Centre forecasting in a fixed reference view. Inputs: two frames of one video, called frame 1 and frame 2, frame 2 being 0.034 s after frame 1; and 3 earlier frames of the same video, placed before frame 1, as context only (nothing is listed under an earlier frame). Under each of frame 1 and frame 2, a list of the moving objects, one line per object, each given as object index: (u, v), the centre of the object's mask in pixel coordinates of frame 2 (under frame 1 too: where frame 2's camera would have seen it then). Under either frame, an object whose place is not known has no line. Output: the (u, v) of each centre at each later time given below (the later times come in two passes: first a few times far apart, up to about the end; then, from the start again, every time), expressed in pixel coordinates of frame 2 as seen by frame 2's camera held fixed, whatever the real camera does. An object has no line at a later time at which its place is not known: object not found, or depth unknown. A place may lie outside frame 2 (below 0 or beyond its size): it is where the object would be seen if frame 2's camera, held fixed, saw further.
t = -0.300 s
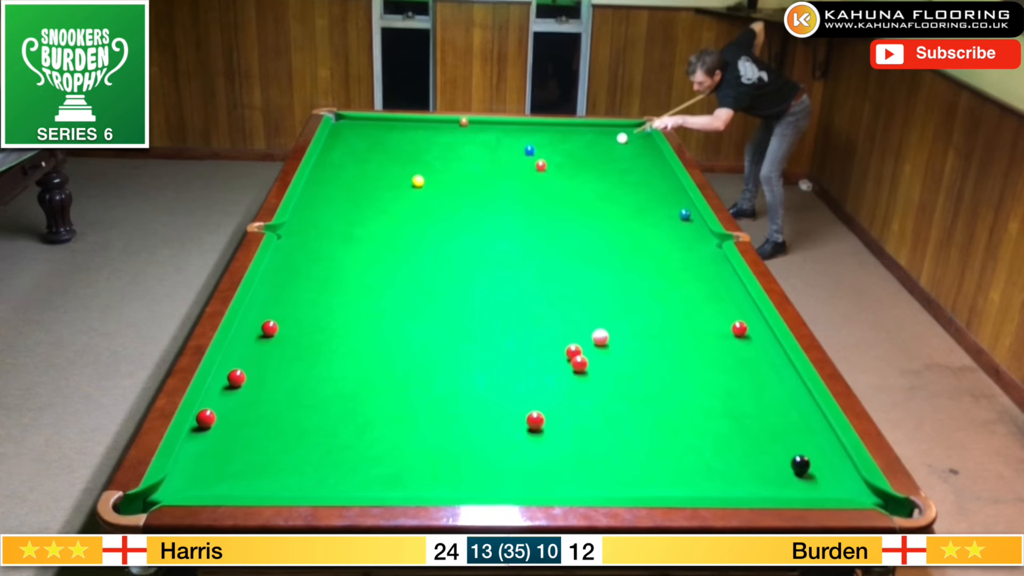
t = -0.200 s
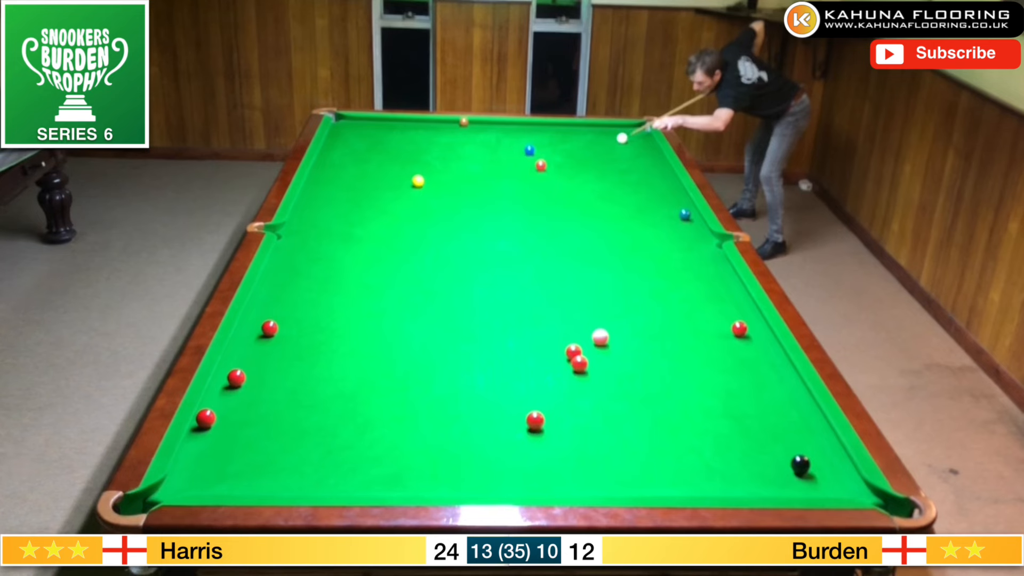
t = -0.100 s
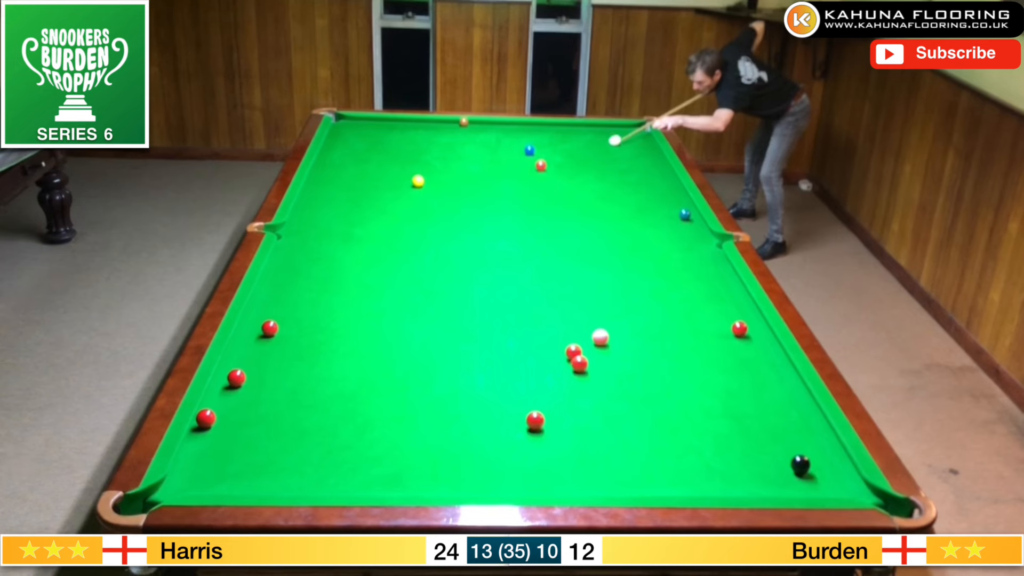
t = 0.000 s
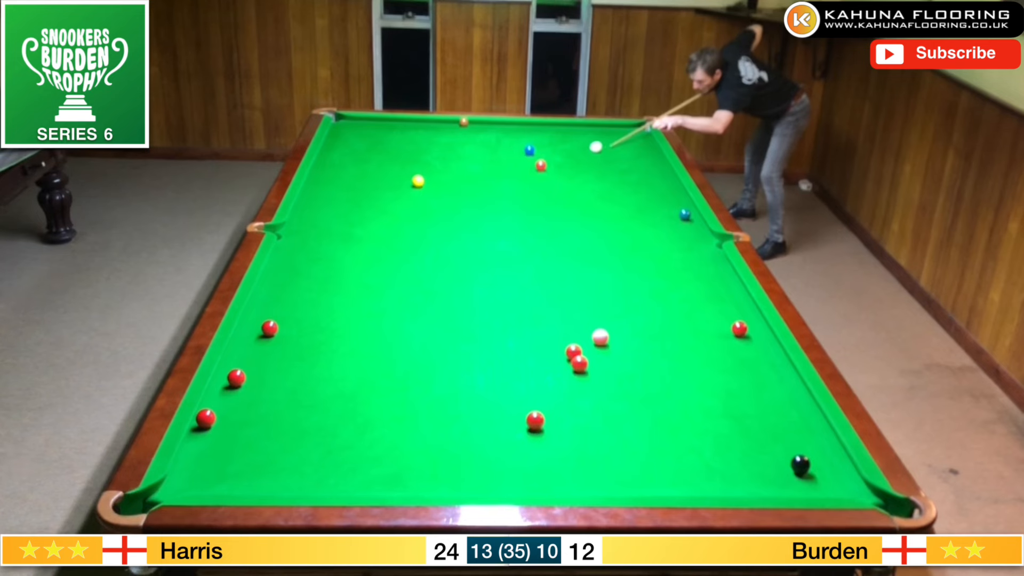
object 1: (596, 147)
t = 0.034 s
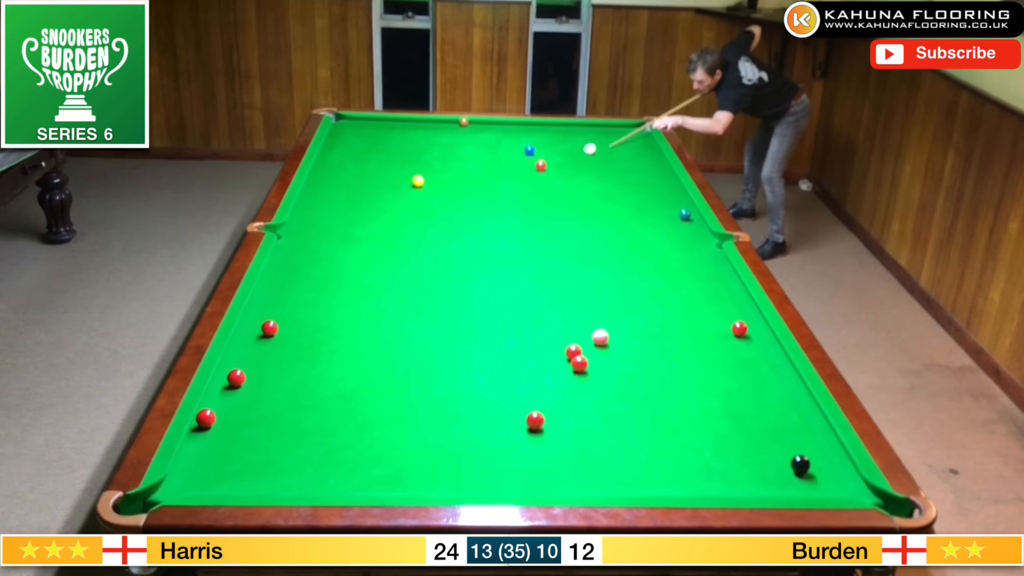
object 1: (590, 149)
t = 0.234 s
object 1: (559, 160)
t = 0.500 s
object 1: (549, 167)
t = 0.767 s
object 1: (545, 173)
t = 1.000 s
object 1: (542, 178)
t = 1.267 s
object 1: (539, 183)
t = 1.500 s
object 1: (536, 187)
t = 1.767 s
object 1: (533, 192)
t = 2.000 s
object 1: (531, 195)
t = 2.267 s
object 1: (529, 199)
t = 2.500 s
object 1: (527, 202)
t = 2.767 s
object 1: (525, 204)
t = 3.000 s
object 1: (523, 206)
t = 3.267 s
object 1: (522, 208)
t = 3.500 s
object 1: (522, 209)
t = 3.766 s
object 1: (521, 210)
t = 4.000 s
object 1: (521, 211)
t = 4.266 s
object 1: (521, 211)
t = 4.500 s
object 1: (521, 211)
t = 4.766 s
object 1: (521, 211)
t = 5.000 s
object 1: (521, 211)
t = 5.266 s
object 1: (521, 211)
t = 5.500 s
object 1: (521, 210)
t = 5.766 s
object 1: (521, 211)
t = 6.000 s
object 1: (521, 211)
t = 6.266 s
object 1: (521, 211)
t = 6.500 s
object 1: (521, 211)
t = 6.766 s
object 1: (521, 211)
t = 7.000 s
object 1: (521, 211)
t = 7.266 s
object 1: (521, 211)
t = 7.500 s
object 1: (521, 211)
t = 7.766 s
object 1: (521, 211)
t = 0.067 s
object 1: (584, 151)
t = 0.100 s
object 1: (579, 153)
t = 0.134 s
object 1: (574, 154)
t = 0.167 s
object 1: (569, 156)
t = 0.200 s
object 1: (564, 158)
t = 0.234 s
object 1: (559, 160)
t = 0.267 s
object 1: (554, 161)
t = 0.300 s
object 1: (550, 163)
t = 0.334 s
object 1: (550, 164)
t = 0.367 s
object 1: (550, 164)
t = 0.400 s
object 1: (550, 165)
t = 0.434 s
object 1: (550, 166)
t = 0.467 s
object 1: (549, 167)
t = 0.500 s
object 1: (549, 167)
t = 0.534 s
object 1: (548, 168)
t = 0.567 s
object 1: (548, 169)
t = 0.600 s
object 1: (547, 169)
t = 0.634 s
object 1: (547, 170)
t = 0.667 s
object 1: (546, 171)
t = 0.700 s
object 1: (546, 172)
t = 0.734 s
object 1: (545, 172)
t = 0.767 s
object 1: (545, 173)
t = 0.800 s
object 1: (544, 174)
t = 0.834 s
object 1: (544, 174)
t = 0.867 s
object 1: (543, 175)
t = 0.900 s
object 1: (543, 176)
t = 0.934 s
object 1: (543, 177)
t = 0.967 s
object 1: (542, 177)
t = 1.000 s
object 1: (542, 178)
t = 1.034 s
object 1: (542, 179)
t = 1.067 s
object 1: (541, 179)
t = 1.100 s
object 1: (541, 180)
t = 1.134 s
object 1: (540, 180)
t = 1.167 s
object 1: (540, 181)
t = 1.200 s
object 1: (540, 182)
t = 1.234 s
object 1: (539, 182)
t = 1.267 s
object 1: (539, 183)
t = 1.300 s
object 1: (538, 184)
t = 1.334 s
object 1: (538, 184)
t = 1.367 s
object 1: (537, 185)
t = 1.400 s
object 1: (537, 186)
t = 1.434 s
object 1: (537, 186)
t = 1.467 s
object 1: (536, 187)
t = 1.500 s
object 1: (536, 187)
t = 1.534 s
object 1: (536, 188)
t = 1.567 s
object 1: (535, 188)
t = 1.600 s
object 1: (535, 189)
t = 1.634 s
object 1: (534, 190)
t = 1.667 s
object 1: (534, 190)
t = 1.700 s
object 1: (534, 191)
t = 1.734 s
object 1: (533, 191)
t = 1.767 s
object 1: (533, 192)
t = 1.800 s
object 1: (533, 192)
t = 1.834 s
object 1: (532, 193)
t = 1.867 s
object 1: (532, 193)
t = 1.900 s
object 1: (532, 194)
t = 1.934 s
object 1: (531, 194)
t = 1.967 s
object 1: (531, 195)
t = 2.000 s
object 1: (531, 195)
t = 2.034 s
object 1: (531, 196)
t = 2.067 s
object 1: (530, 196)
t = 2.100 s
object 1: (530, 197)
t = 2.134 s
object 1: (530, 197)
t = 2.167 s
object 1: (529, 198)
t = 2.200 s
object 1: (529, 198)
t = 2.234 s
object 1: (529, 199)
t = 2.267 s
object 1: (529, 199)
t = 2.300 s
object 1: (528, 199)
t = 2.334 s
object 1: (528, 200)
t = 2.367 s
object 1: (528, 200)
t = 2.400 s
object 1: (527, 201)
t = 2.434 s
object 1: (527, 201)
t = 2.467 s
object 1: (527, 201)
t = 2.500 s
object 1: (527, 202)
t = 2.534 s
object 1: (526, 202)
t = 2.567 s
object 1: (526, 202)
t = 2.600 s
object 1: (526, 203)
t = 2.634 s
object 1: (526, 203)
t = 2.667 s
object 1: (525, 203)
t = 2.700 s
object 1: (525, 204)
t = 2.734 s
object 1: (525, 204)
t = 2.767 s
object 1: (525, 204)
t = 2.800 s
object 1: (525, 205)
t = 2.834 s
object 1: (525, 205)
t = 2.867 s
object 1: (524, 205)
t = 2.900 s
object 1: (524, 206)
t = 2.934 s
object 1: (524, 206)
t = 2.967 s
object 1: (524, 206)
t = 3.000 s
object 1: (523, 206)
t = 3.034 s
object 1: (523, 207)
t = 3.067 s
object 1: (523, 207)
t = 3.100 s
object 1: (523, 207)
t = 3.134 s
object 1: (523, 207)
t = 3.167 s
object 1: (523, 208)
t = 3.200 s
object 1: (523, 208)
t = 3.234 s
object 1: (523, 208)
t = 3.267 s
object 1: (522, 208)
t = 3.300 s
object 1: (522, 208)
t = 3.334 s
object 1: (522, 208)
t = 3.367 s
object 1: (522, 209)
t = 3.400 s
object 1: (522, 209)
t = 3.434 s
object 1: (522, 209)
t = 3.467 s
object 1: (522, 209)
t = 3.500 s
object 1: (522, 209)
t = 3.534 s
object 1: (522, 209)
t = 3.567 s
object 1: (522, 210)
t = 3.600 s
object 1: (522, 210)
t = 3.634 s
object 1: (521, 210)
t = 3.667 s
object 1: (521, 210)
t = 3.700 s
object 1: (521, 210)
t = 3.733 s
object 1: (521, 210)
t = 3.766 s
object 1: (521, 210)
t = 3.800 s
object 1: (521, 210)
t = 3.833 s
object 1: (521, 210)
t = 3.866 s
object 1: (521, 210)
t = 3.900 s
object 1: (521, 210)
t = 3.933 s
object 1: (521, 211)
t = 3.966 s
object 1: (521, 211)
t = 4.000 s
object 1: (521, 211)
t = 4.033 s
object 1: (521, 211)
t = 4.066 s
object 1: (521, 211)
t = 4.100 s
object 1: (521, 211)
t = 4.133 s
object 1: (521, 211)
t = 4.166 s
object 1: (521, 211)
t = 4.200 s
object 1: (521, 211)
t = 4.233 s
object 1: (521, 211)
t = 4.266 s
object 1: (521, 211)
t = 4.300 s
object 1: (521, 211)
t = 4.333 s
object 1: (521, 211)
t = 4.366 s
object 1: (521, 211)
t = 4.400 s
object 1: (521, 211)
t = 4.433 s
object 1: (521, 211)
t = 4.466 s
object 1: (521, 211)
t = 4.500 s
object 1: (521, 211)
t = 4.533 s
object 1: (521, 211)
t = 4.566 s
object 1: (521, 211)
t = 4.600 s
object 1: (521, 211)
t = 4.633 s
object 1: (521, 211)
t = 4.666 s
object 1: (521, 211)
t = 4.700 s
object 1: (521, 211)
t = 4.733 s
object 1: (521, 211)
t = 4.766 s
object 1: (521, 211)
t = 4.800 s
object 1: (521, 211)
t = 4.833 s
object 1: (521, 211)
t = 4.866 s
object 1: (521, 211)
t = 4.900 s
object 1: (521, 211)
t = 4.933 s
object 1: (521, 211)
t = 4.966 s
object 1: (521, 211)
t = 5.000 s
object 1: (521, 211)
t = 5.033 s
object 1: (521, 211)
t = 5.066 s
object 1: (521, 211)
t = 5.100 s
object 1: (521, 211)
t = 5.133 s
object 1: (521, 211)
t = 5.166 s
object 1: (521, 211)
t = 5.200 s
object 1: (521, 211)
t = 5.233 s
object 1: (521, 211)
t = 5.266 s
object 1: (521, 211)
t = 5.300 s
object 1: (521, 211)
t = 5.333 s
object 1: (521, 211)
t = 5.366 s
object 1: (521, 211)
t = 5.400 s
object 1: (521, 211)
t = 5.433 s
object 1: (521, 211)
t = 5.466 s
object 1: (521, 211)
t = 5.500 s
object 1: (521, 210)
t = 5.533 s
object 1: (521, 211)
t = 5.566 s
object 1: (521, 211)
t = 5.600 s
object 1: (521, 211)
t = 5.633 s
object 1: (521, 211)
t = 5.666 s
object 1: (521, 211)
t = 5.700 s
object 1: (521, 211)
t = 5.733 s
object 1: (521, 211)
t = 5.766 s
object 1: (521, 211)
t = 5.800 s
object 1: (521, 211)
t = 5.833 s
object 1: (521, 211)
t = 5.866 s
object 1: (521, 211)
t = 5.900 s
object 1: (521, 211)
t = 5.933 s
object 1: (521, 211)
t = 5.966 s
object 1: (521, 211)
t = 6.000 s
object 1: (521, 211)
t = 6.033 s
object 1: (521, 211)
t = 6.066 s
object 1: (521, 211)
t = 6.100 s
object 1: (521, 211)
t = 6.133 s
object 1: (521, 211)
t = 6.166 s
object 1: (521, 211)
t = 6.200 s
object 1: (521, 211)
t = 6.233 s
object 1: (521, 211)
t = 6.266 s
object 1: (521, 211)
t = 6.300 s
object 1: (521, 211)
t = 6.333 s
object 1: (521, 211)
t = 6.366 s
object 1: (521, 211)
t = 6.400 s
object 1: (521, 211)
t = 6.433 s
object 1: (521, 211)
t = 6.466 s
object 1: (521, 211)
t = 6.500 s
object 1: (521, 211)
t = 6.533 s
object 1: (521, 211)
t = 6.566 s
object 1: (521, 211)
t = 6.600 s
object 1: (521, 211)
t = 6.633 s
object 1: (521, 211)
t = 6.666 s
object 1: (521, 211)
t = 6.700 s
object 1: (521, 211)
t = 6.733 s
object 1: (521, 211)
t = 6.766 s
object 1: (521, 211)
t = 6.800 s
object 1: (521, 211)
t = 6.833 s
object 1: (521, 211)
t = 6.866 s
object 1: (521, 211)
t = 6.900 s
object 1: (521, 211)
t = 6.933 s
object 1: (521, 211)
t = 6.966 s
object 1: (521, 211)
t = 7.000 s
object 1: (521, 211)
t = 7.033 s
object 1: (521, 211)
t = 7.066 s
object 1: (521, 211)
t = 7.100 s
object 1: (521, 211)
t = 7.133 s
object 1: (521, 211)
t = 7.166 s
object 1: (521, 211)
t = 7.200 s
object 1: (521, 211)
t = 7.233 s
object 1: (521, 211)
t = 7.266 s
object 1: (521, 211)
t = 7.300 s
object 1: (521, 211)
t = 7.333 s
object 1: (521, 211)
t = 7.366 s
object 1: (521, 211)
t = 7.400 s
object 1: (521, 211)
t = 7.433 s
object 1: (521, 211)
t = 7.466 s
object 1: (521, 211)
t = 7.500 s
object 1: (521, 211)
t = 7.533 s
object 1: (521, 211)
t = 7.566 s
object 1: (521, 211)
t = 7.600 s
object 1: (521, 211)
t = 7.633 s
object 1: (521, 211)
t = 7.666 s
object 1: (521, 211)
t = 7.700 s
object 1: (521, 211)
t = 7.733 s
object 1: (521, 211)
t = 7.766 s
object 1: (521, 211)
